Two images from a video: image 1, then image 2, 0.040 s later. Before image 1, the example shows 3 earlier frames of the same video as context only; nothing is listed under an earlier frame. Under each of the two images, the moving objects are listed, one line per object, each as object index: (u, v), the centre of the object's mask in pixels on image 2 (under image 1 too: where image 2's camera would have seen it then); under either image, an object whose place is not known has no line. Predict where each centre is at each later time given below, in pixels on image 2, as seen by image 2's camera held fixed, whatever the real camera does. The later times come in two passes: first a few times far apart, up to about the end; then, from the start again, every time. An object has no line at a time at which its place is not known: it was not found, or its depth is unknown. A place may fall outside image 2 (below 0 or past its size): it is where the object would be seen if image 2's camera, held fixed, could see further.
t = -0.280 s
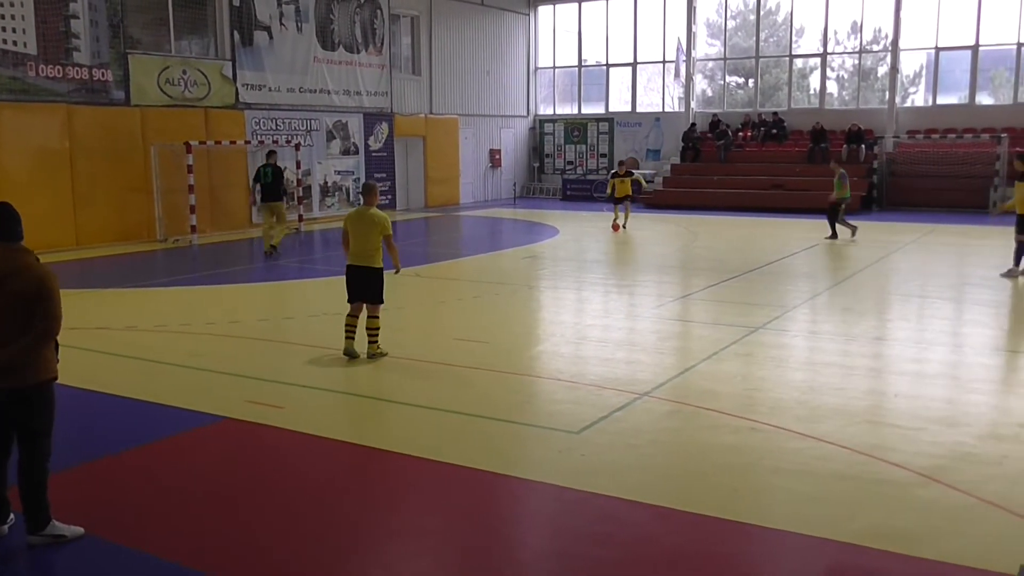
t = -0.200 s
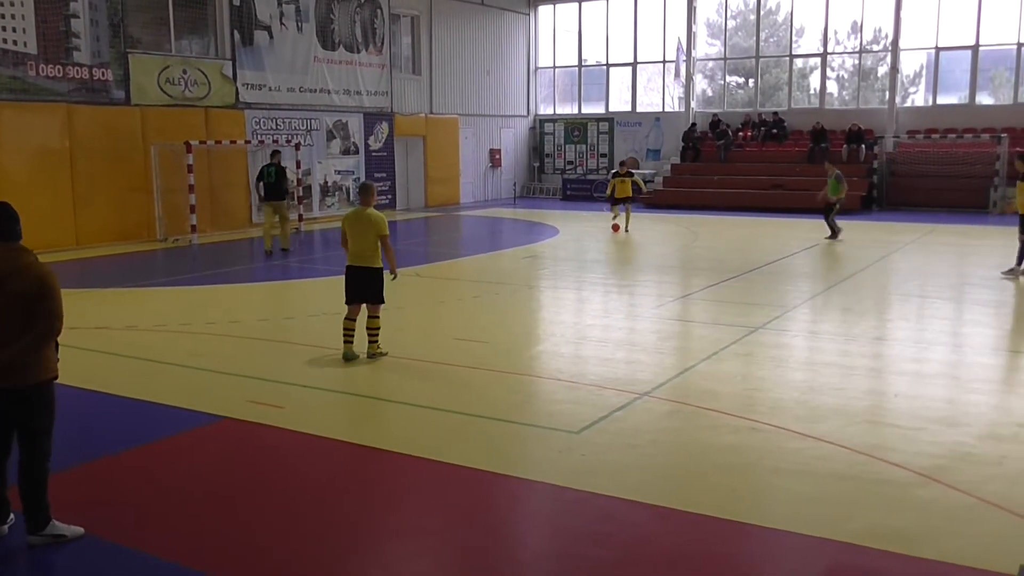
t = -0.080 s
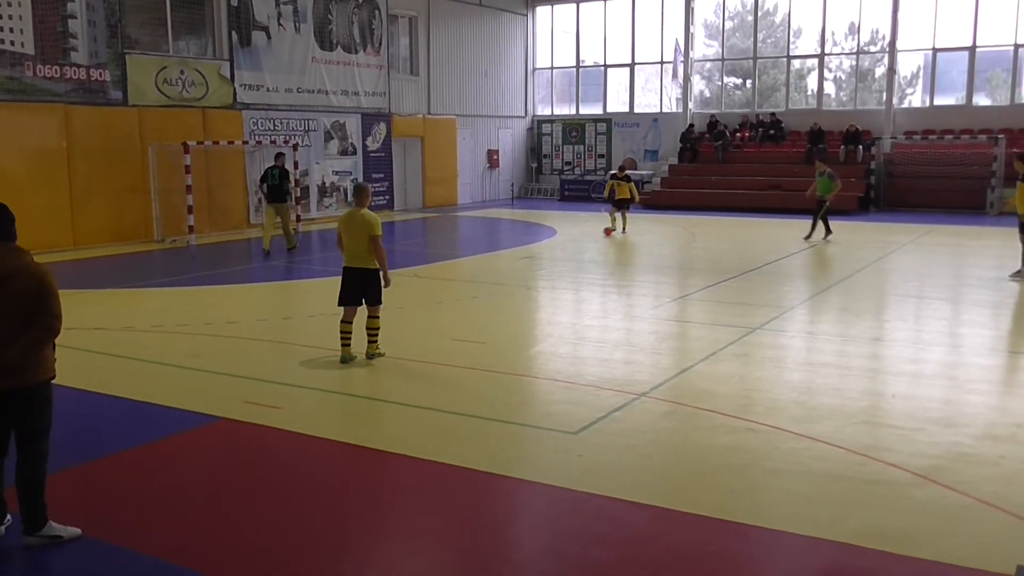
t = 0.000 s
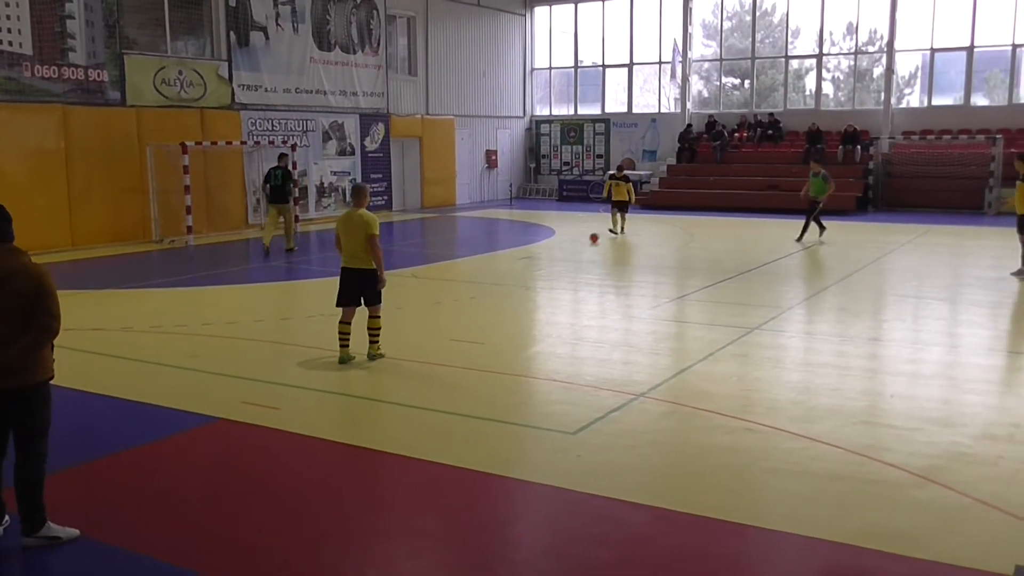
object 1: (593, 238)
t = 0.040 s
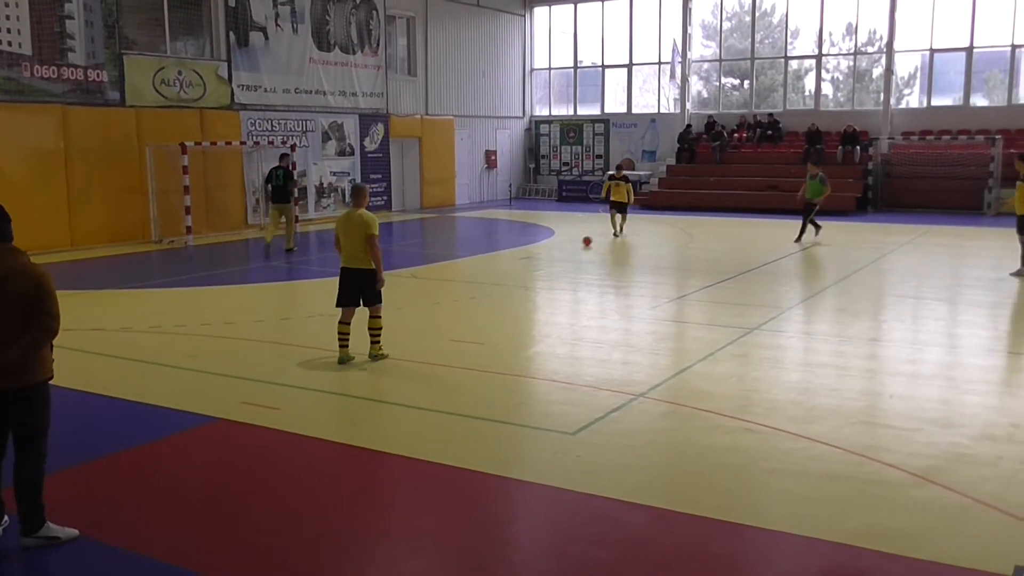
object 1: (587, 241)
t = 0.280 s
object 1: (543, 262)
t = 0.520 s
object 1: (488, 289)
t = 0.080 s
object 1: (580, 244)
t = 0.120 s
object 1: (573, 248)
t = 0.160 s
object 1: (566, 252)
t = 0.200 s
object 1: (559, 255)
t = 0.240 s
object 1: (551, 259)
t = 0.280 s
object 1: (543, 262)
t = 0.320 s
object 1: (535, 265)
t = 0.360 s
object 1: (527, 269)
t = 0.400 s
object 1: (518, 274)
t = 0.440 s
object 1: (508, 279)
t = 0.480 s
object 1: (499, 284)
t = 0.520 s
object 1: (488, 289)
